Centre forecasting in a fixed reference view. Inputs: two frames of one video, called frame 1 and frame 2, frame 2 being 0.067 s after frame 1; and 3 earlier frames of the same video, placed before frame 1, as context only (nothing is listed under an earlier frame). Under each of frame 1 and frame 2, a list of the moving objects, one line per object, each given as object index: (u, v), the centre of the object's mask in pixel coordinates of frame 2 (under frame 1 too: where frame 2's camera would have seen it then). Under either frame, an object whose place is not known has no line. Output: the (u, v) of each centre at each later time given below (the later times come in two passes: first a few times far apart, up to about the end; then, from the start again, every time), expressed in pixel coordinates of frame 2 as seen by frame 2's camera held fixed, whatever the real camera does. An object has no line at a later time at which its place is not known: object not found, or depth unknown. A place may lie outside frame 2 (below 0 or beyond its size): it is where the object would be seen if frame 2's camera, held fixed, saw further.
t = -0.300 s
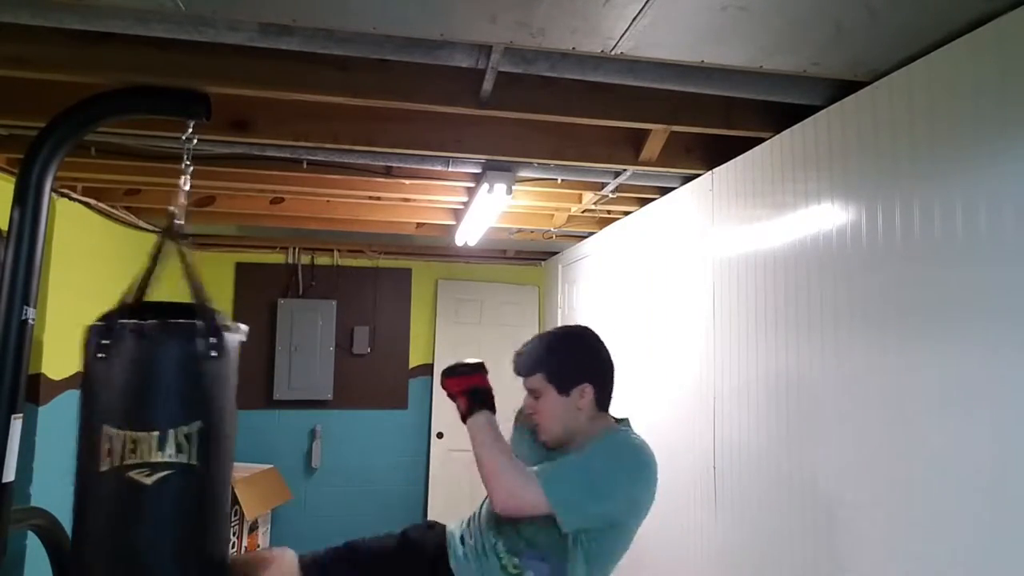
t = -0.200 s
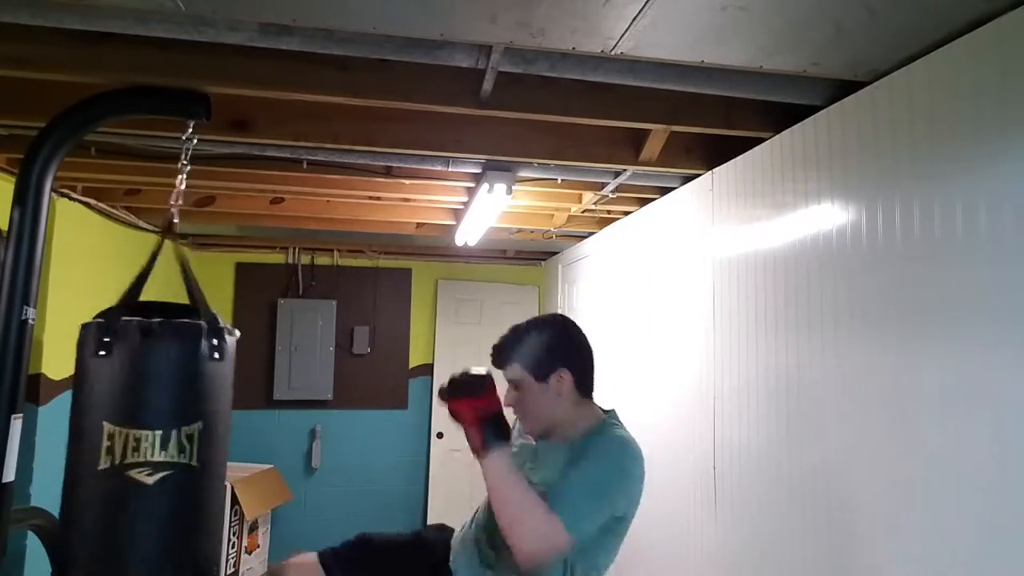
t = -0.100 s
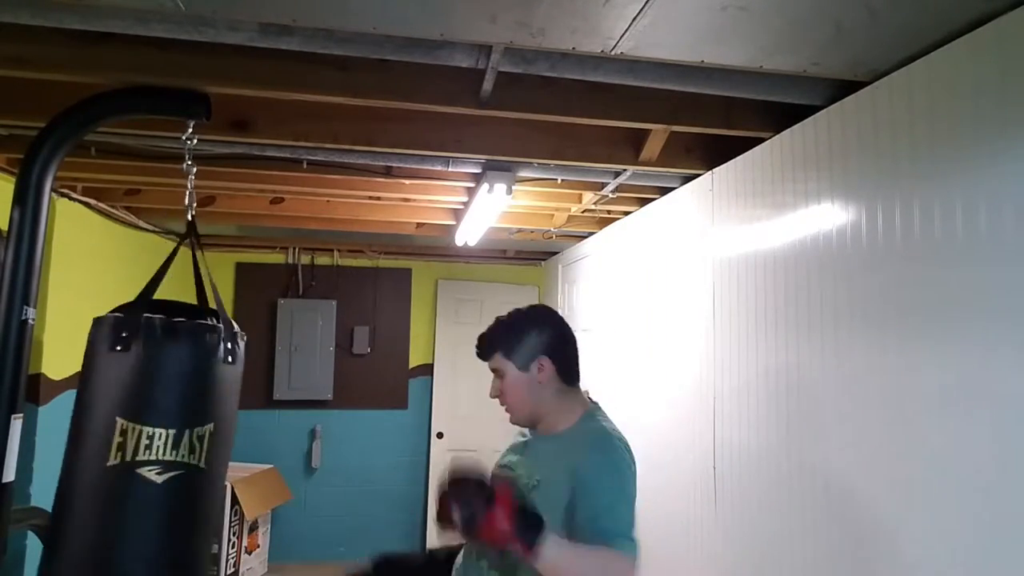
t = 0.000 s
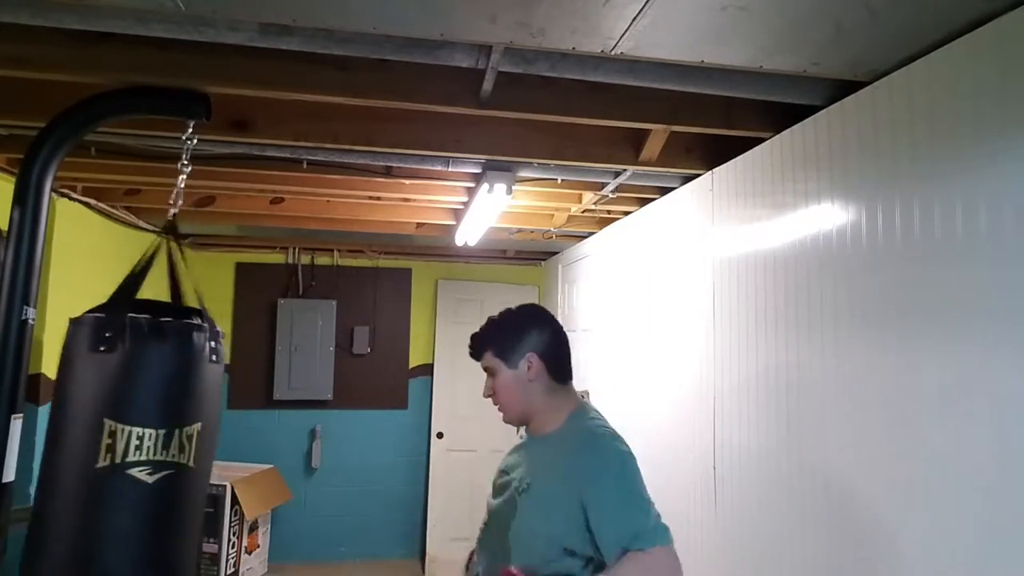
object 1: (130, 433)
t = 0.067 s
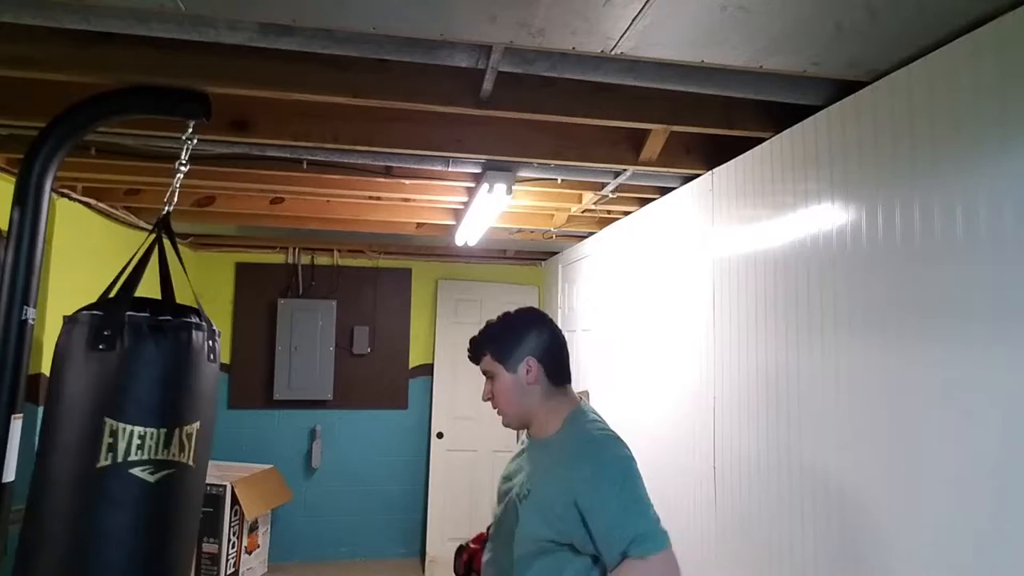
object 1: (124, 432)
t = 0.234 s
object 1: (133, 432)
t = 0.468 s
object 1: (143, 429)
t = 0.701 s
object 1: (162, 422)
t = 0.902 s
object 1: (180, 422)
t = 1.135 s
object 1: (196, 423)
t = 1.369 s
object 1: (197, 424)
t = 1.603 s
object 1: (184, 425)
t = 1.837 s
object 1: (160, 425)
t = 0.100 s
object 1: (126, 433)
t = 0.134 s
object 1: (129, 434)
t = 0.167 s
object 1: (132, 435)
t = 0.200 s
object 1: (132, 435)
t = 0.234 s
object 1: (133, 432)
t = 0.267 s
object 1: (128, 435)
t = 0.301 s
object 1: (128, 430)
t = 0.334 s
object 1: (128, 429)
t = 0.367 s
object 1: (130, 429)
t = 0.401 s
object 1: (135, 429)
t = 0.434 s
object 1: (139, 429)
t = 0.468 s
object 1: (143, 429)
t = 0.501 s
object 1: (146, 425)
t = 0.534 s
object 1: (148, 425)
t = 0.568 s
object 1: (150, 424)
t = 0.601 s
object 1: (151, 423)
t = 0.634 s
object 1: (153, 423)
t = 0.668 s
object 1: (156, 422)
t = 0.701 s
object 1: (162, 422)
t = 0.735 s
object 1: (167, 423)
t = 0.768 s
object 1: (171, 423)
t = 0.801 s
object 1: (174, 423)
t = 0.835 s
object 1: (176, 423)
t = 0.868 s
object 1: (177, 423)
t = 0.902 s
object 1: (180, 422)
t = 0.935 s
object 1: (183, 422)
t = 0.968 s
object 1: (187, 422)
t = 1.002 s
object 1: (190, 423)
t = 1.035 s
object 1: (192, 423)
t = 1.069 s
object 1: (194, 423)
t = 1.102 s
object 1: (195, 423)
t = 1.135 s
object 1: (196, 423)
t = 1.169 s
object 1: (197, 423)
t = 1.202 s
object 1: (198, 423)
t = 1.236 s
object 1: (199, 423)
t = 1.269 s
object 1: (199, 424)
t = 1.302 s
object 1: (199, 424)
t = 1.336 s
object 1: (198, 424)
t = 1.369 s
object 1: (197, 424)
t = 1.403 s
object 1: (196, 424)
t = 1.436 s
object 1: (195, 424)
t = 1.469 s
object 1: (193, 424)
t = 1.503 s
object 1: (192, 424)
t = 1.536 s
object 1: (189, 424)
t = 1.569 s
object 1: (187, 424)
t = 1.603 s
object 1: (184, 425)
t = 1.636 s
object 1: (181, 425)
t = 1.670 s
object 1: (177, 425)
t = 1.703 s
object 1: (174, 425)
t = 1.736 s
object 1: (171, 425)
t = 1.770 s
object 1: (167, 425)
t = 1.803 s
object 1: (164, 425)
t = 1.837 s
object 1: (160, 425)
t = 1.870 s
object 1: (156, 424)
